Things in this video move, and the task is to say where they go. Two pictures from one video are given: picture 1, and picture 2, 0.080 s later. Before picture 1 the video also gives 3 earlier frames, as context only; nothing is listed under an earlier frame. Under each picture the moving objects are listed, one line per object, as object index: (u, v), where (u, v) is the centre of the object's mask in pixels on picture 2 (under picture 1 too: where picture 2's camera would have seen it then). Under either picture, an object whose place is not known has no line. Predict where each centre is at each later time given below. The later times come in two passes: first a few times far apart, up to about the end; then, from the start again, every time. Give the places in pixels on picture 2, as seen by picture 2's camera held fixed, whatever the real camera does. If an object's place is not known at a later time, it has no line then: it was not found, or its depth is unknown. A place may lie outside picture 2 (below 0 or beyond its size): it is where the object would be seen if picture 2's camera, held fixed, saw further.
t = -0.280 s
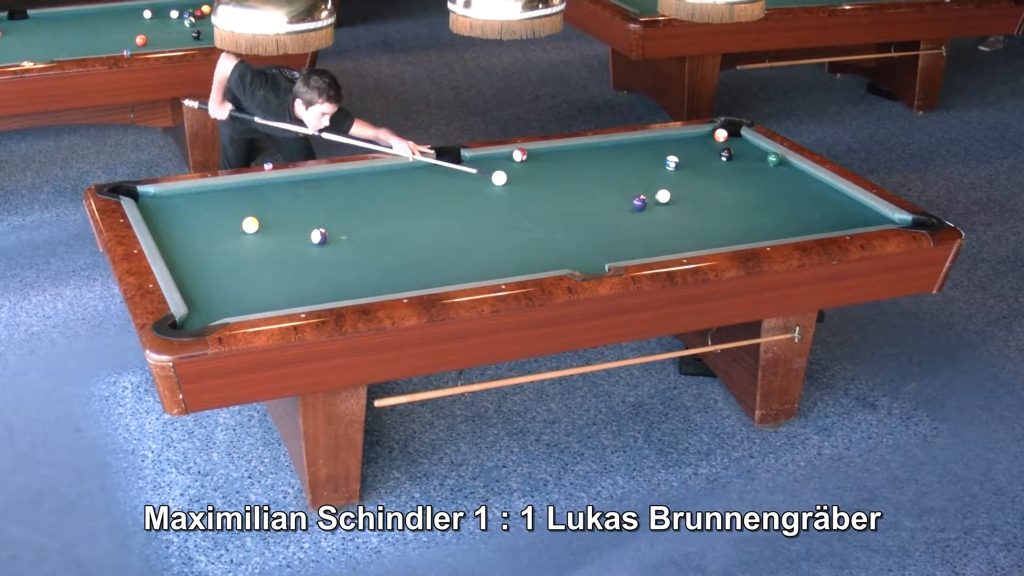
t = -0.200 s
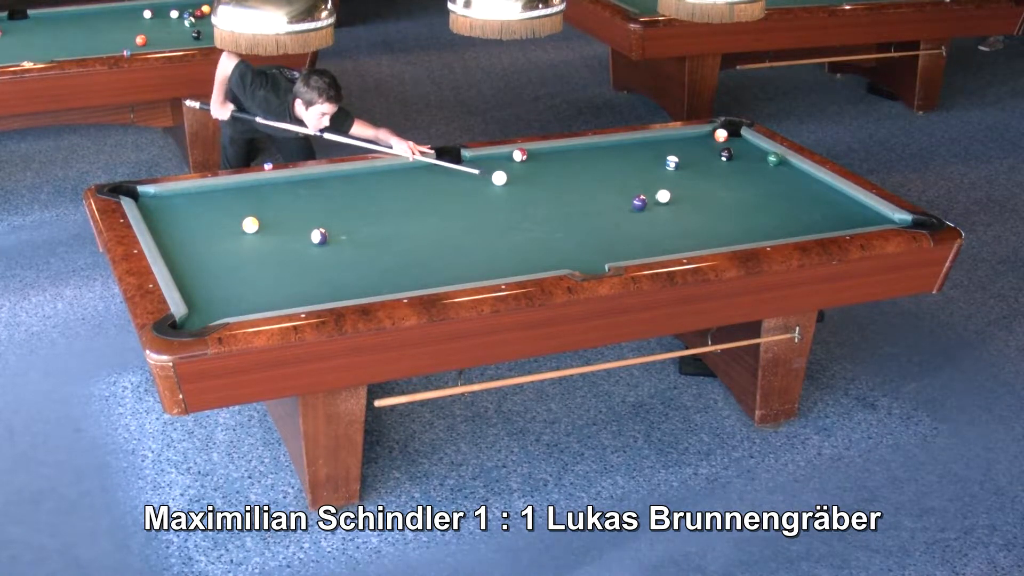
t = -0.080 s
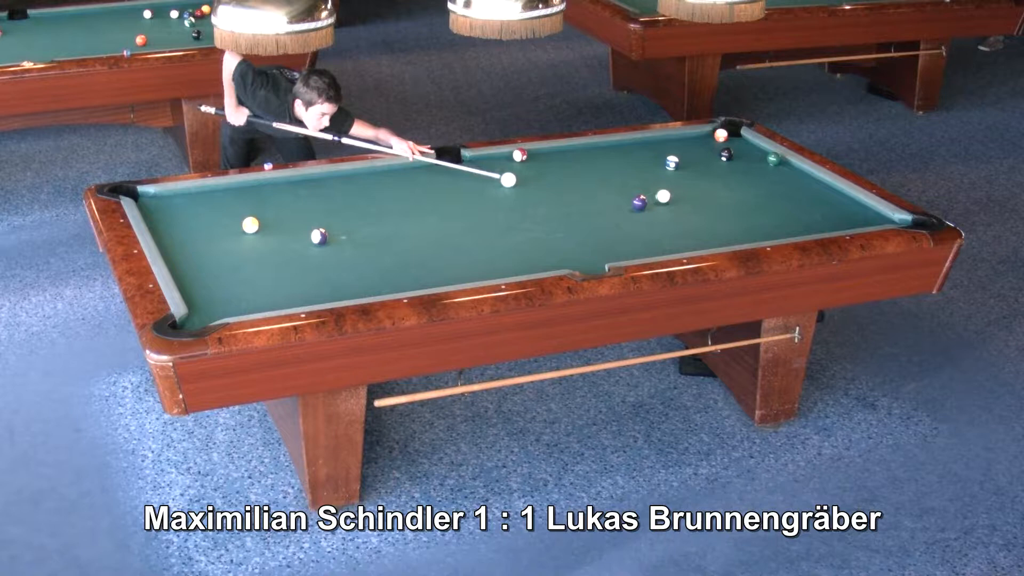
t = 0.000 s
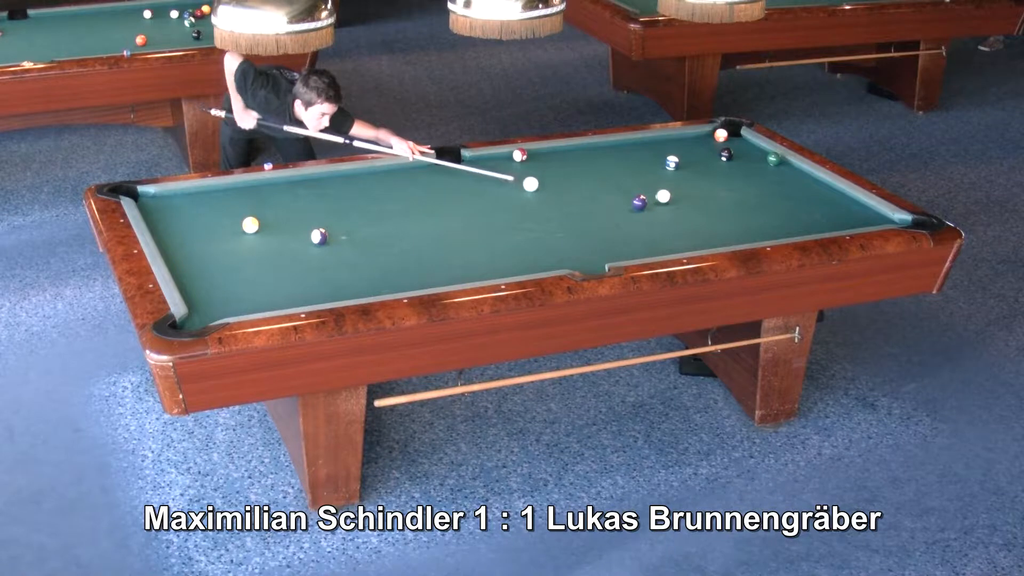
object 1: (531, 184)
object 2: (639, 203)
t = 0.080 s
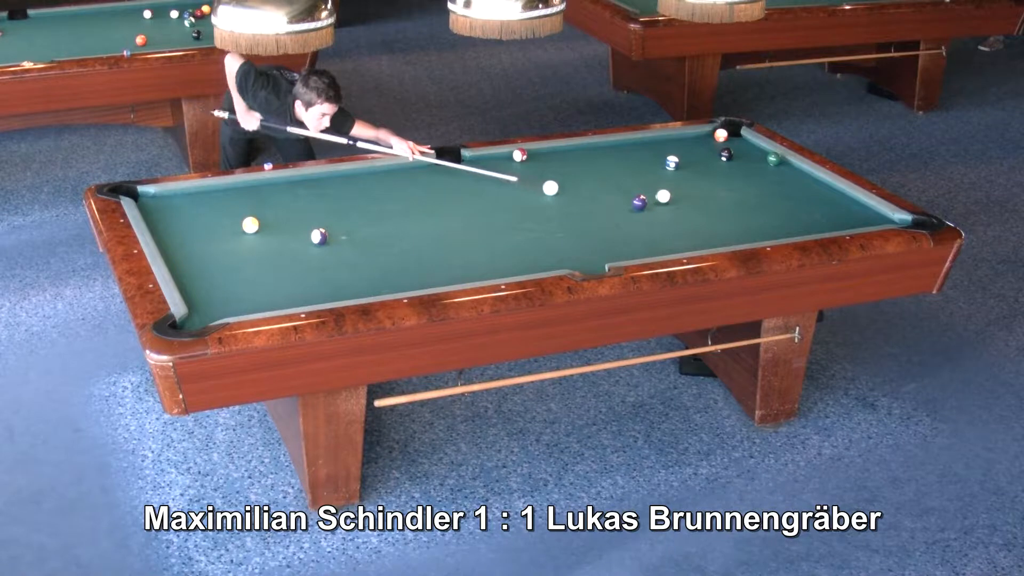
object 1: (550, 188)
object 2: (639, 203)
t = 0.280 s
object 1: (600, 197)
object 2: (639, 203)
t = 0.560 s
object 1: (632, 209)
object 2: (672, 205)
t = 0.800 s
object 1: (648, 219)
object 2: (708, 208)
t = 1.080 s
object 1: (665, 231)
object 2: (749, 209)
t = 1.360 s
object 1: (682, 242)
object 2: (786, 211)
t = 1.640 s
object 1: (694, 247)
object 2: (823, 212)
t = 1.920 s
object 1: (690, 244)
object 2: (856, 214)
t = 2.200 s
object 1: (685, 239)
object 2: (880, 215)
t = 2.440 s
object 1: (682, 236)
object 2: (876, 218)
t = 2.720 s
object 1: (679, 232)
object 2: (872, 221)
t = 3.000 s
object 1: (677, 230)
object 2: (867, 223)
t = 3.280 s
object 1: (675, 228)
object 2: (859, 224)
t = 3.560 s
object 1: (675, 226)
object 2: (854, 225)
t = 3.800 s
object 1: (675, 225)
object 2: (852, 225)
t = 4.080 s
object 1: (674, 225)
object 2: (850, 224)
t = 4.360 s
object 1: (674, 225)
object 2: (850, 224)
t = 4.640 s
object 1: (674, 225)
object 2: (850, 224)
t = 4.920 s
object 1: (674, 225)
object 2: (850, 224)
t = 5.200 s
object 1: (674, 225)
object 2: (850, 224)
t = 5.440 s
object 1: (674, 225)
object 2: (850, 224)
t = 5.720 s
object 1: (675, 225)
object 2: (850, 224)
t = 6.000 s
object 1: (675, 225)
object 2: (850, 224)
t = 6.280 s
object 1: (674, 225)
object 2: (850, 224)
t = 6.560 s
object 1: (675, 225)
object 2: (849, 224)
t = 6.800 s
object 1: (675, 225)
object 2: (849, 224)
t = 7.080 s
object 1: (675, 225)
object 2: (850, 224)
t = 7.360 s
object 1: (675, 225)
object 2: (850, 224)
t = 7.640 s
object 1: (675, 225)
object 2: (850, 224)
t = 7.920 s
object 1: (674, 225)
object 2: (850, 224)
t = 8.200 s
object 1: (674, 225)
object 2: (850, 224)
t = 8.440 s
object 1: (674, 225)
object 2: (850, 224)
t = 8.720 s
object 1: (674, 225)
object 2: (850, 224)
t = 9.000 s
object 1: (674, 225)
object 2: (850, 224)
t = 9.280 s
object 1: (674, 225)
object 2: (850, 224)
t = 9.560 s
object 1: (674, 225)
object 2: (850, 224)
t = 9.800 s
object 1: (674, 225)
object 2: (850, 224)
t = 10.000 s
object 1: (674, 225)
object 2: (850, 224)
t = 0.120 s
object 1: (560, 190)
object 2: (639, 203)
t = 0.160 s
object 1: (570, 192)
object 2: (639, 203)
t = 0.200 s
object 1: (580, 193)
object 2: (639, 203)
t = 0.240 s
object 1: (590, 195)
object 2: (639, 203)
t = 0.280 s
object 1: (600, 197)
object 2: (639, 203)
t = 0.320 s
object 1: (610, 199)
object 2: (639, 203)
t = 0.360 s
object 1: (620, 201)
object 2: (639, 203)
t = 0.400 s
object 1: (624, 203)
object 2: (643, 204)
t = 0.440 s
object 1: (625, 205)
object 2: (653, 204)
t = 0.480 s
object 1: (627, 206)
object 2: (659, 204)
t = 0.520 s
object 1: (630, 208)
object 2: (665, 205)
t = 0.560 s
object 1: (632, 209)
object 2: (672, 205)
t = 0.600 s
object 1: (635, 211)
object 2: (678, 205)
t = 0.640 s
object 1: (638, 213)
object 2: (684, 206)
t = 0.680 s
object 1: (640, 215)
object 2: (690, 206)
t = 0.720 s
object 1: (643, 216)
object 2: (696, 205)
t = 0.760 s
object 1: (645, 218)
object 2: (702, 207)
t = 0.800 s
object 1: (648, 219)
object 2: (708, 208)
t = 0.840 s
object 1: (650, 221)
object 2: (714, 207)
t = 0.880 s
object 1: (653, 223)
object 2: (719, 208)
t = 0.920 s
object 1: (655, 224)
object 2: (725, 207)
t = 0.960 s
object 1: (657, 226)
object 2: (732, 208)
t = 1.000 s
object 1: (660, 228)
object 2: (737, 209)
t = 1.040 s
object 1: (662, 229)
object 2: (743, 209)
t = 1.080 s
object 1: (665, 231)
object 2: (749, 209)
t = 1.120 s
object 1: (667, 232)
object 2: (754, 210)
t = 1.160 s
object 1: (670, 234)
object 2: (759, 209)
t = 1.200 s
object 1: (672, 236)
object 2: (765, 209)
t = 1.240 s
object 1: (675, 237)
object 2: (771, 209)
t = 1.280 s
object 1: (677, 239)
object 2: (777, 210)
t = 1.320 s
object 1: (679, 240)
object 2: (782, 211)
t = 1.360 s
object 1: (682, 242)
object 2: (786, 211)
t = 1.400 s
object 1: (684, 243)
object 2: (792, 211)
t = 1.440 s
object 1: (686, 244)
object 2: (798, 212)
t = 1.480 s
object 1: (689, 245)
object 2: (802, 212)
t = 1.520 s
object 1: (691, 246)
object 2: (808, 212)
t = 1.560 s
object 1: (693, 247)
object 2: (813, 211)
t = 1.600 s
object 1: (695, 247)
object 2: (818, 211)
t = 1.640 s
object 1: (694, 247)
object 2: (823, 212)
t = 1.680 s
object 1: (694, 247)
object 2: (828, 212)
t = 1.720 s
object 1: (693, 246)
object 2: (833, 213)
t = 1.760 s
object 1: (692, 246)
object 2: (837, 212)
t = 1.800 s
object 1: (692, 245)
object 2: (842, 213)
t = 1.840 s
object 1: (691, 245)
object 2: (847, 214)
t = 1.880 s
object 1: (690, 244)
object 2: (851, 213)
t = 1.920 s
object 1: (690, 244)
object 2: (856, 214)
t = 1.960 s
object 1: (689, 243)
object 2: (861, 214)
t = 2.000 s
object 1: (688, 243)
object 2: (866, 214)
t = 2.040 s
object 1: (688, 242)
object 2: (871, 214)
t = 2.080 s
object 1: (687, 241)
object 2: (876, 214)
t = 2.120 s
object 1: (687, 241)
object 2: (880, 214)
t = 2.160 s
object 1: (686, 240)
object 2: (881, 215)
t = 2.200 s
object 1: (685, 239)
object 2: (880, 215)
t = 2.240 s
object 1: (685, 239)
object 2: (879, 216)
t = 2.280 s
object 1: (684, 238)
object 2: (879, 216)
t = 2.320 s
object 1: (684, 238)
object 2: (878, 217)
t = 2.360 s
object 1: (683, 237)
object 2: (878, 218)
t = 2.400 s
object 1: (683, 237)
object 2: (877, 218)
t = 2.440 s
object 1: (682, 236)
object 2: (876, 218)
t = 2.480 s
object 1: (682, 235)
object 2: (876, 218)
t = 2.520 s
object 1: (681, 235)
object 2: (875, 219)
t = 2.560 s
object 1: (680, 234)
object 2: (875, 219)
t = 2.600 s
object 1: (680, 234)
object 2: (874, 220)
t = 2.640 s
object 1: (680, 233)
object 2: (873, 220)
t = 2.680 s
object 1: (679, 233)
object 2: (873, 220)
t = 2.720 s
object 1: (679, 232)
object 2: (872, 221)
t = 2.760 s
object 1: (678, 232)
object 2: (871, 221)
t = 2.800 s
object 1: (678, 232)
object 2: (871, 221)
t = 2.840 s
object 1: (678, 231)
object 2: (870, 222)
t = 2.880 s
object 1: (677, 231)
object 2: (869, 222)
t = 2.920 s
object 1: (677, 230)
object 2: (869, 222)
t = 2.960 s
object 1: (677, 230)
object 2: (868, 223)
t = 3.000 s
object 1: (677, 230)
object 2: (867, 223)
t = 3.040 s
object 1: (676, 229)
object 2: (866, 223)
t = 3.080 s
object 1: (676, 229)
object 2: (865, 223)
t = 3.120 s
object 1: (676, 229)
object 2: (864, 223)
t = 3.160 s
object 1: (676, 228)
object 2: (862, 223)
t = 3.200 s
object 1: (675, 228)
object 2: (861, 224)
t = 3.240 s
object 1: (675, 228)
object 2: (860, 224)
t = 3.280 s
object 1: (675, 228)
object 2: (859, 224)
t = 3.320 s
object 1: (675, 227)
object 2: (858, 224)
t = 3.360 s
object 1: (675, 227)
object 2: (858, 224)
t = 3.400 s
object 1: (675, 227)
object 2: (857, 224)
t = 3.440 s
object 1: (675, 227)
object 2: (856, 224)
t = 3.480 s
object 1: (675, 227)
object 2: (856, 225)
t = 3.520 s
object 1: (675, 226)
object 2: (855, 225)
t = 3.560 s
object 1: (675, 226)
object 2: (854, 225)
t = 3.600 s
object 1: (675, 226)
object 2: (854, 225)
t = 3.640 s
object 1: (675, 226)
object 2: (853, 224)
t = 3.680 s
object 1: (675, 226)
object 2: (853, 225)
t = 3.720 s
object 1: (675, 226)
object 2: (853, 225)
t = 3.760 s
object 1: (675, 226)
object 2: (852, 224)
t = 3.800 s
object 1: (675, 225)
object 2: (852, 225)
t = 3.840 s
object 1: (674, 225)
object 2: (852, 225)
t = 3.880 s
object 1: (674, 225)
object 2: (851, 224)
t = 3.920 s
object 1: (674, 225)
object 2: (851, 224)
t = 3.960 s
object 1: (674, 225)
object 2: (851, 224)
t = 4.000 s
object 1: (674, 225)
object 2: (851, 224)
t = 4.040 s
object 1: (674, 225)
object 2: (850, 224)
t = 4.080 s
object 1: (674, 225)
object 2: (850, 224)
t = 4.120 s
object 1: (674, 225)
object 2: (850, 224)
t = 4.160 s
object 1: (674, 225)
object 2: (850, 224)
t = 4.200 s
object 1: (674, 225)
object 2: (850, 224)
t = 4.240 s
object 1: (674, 225)
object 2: (850, 224)
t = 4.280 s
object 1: (674, 225)
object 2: (850, 224)
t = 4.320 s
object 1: (674, 225)
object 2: (850, 224)
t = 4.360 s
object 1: (674, 225)
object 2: (850, 224)
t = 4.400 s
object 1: (674, 225)
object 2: (850, 224)
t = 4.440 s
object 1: (674, 225)
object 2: (850, 224)
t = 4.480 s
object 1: (674, 225)
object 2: (850, 224)
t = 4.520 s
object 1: (674, 225)
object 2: (850, 224)
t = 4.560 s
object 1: (674, 225)
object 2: (850, 224)
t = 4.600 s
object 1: (674, 225)
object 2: (850, 224)
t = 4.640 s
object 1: (674, 225)
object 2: (850, 224)
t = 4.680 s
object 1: (674, 225)
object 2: (850, 224)
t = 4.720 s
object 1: (674, 225)
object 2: (850, 224)
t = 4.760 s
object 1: (674, 225)
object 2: (850, 224)
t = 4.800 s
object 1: (674, 225)
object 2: (850, 224)
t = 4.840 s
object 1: (674, 225)
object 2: (850, 224)
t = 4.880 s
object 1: (674, 225)
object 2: (850, 224)
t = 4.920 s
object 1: (674, 225)
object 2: (850, 224)
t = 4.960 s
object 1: (674, 225)
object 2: (850, 224)
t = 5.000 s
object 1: (674, 225)
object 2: (850, 224)
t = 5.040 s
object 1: (674, 225)
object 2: (850, 224)
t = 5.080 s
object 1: (674, 225)
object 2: (850, 224)
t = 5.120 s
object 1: (675, 225)
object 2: (850, 224)
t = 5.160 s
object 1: (674, 225)
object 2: (850, 224)
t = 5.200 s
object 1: (674, 225)
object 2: (850, 224)
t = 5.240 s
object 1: (674, 225)
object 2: (850, 224)
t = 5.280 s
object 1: (675, 225)
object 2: (850, 224)
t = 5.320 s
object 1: (675, 225)
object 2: (850, 224)
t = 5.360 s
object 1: (675, 225)
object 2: (850, 224)
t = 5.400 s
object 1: (675, 225)
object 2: (850, 224)
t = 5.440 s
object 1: (674, 225)
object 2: (850, 224)
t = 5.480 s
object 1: (675, 225)
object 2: (850, 224)
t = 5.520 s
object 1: (675, 225)
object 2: (850, 224)
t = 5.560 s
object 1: (675, 225)
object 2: (850, 224)
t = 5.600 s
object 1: (674, 225)
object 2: (850, 224)
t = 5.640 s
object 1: (675, 225)
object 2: (850, 224)
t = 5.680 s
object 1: (675, 225)
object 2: (850, 224)
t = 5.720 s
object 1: (675, 225)
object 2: (850, 224)
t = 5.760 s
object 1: (674, 225)
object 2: (850, 224)
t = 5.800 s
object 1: (675, 225)
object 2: (850, 224)
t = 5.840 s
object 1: (675, 225)
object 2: (850, 224)
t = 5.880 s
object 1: (675, 225)
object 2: (850, 224)
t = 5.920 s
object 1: (674, 225)
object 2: (850, 224)
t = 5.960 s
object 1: (675, 225)
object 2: (850, 224)
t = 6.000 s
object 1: (675, 225)
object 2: (850, 224)
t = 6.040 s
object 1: (675, 225)
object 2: (850, 224)
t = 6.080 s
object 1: (675, 225)
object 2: (850, 224)
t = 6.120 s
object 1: (674, 225)
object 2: (850, 224)
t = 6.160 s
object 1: (674, 225)
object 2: (850, 224)
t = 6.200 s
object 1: (674, 225)
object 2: (850, 224)
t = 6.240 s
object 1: (674, 225)
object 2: (850, 224)
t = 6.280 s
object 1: (674, 225)
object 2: (850, 224)
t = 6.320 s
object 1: (674, 225)
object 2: (850, 224)
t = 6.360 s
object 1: (675, 225)
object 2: (849, 224)
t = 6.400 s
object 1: (675, 225)
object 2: (849, 224)
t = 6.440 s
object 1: (675, 225)
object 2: (849, 224)
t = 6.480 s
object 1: (675, 225)
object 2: (849, 224)
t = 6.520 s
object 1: (674, 225)
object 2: (849, 224)
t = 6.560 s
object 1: (675, 225)
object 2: (849, 224)
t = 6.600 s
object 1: (675, 225)
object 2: (849, 224)
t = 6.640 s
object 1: (675, 225)
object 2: (849, 224)
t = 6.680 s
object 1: (675, 225)
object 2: (849, 224)
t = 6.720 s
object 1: (675, 225)
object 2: (849, 224)
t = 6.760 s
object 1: (675, 225)
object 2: (849, 224)
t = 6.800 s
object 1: (675, 225)
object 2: (849, 224)
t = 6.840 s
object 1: (674, 225)
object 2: (849, 224)
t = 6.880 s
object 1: (674, 225)
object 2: (849, 224)
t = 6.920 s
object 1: (674, 225)
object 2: (849, 224)
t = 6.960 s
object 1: (674, 225)
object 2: (849, 224)
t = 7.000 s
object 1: (675, 225)
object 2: (850, 224)
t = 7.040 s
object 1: (675, 225)
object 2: (850, 224)
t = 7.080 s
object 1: (675, 225)
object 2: (850, 224)
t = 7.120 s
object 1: (675, 225)
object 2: (849, 224)
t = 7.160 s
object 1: (675, 225)
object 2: (849, 224)
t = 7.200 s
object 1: (675, 225)
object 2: (849, 224)
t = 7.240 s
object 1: (675, 225)
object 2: (850, 224)
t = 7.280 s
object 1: (675, 225)
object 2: (850, 224)
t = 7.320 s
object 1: (675, 225)
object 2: (850, 224)
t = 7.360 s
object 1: (675, 225)
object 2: (850, 224)
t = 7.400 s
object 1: (675, 225)
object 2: (850, 224)
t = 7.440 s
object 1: (675, 225)
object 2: (850, 224)
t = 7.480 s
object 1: (674, 225)
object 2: (850, 224)
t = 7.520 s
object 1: (675, 225)
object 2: (850, 224)
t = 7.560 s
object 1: (675, 225)
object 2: (850, 224)
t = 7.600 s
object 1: (675, 225)
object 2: (850, 224)
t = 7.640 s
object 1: (675, 225)
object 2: (850, 224)
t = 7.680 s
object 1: (675, 225)
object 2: (850, 224)
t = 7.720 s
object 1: (675, 225)
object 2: (850, 224)
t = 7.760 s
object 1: (675, 225)
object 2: (850, 224)
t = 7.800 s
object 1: (675, 225)
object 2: (850, 224)
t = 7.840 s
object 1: (675, 225)
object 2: (850, 224)
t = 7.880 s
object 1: (675, 225)
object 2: (850, 224)
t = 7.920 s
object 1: (674, 225)
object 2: (850, 224)
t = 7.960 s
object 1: (674, 225)
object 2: (850, 224)
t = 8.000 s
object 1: (674, 225)
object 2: (850, 224)
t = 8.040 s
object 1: (674, 225)
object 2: (850, 224)
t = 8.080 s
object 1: (674, 225)
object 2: (850, 224)
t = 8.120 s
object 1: (674, 225)
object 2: (850, 224)
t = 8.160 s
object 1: (674, 225)
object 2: (850, 224)
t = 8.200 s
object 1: (674, 225)
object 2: (850, 224)
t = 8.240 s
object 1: (674, 225)
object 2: (850, 224)
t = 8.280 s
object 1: (674, 225)
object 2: (850, 224)
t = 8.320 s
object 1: (674, 225)
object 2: (850, 224)
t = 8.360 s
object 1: (674, 225)
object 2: (850, 224)
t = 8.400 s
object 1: (674, 225)
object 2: (850, 224)
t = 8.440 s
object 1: (674, 225)
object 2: (850, 224)
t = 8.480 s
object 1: (674, 225)
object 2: (850, 224)
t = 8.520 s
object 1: (674, 225)
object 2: (850, 224)
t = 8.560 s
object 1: (674, 225)
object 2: (850, 224)
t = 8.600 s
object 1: (674, 225)
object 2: (850, 224)
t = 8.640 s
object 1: (674, 225)
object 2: (850, 224)
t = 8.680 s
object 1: (674, 225)
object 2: (850, 224)
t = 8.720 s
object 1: (674, 225)
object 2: (850, 224)
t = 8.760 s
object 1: (674, 225)
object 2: (850, 224)
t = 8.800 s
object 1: (674, 225)
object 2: (850, 224)
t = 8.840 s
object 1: (674, 225)
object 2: (850, 224)
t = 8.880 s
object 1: (674, 225)
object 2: (850, 224)
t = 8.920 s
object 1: (674, 225)
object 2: (850, 224)
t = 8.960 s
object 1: (674, 225)
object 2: (850, 224)
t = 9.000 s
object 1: (674, 225)
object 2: (850, 224)
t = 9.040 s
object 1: (674, 225)
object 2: (850, 224)
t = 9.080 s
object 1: (674, 225)
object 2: (850, 224)
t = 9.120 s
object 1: (674, 225)
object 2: (850, 224)
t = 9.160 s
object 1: (674, 225)
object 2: (850, 224)
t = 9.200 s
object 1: (674, 225)
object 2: (850, 224)
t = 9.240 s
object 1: (674, 225)
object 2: (850, 224)
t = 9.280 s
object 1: (674, 225)
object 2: (850, 224)
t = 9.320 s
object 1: (674, 225)
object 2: (850, 224)
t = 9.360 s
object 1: (674, 225)
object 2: (850, 224)
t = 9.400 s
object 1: (674, 225)
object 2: (850, 224)
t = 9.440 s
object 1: (674, 225)
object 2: (850, 224)
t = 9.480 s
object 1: (674, 225)
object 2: (850, 224)
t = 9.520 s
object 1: (674, 225)
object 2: (850, 224)
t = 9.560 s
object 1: (674, 225)
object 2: (850, 224)
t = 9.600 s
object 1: (674, 225)
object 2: (850, 224)
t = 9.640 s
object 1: (674, 225)
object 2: (850, 224)
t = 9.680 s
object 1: (674, 225)
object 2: (850, 224)
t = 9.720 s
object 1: (674, 225)
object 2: (850, 224)
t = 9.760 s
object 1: (674, 225)
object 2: (850, 224)
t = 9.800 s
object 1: (674, 225)
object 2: (850, 224)
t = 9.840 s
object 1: (674, 225)
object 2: (850, 224)
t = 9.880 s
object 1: (674, 225)
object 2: (850, 224)
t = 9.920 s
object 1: (674, 225)
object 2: (850, 224)
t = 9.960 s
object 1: (674, 225)
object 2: (850, 224)
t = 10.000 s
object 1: (674, 225)
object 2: (850, 224)
